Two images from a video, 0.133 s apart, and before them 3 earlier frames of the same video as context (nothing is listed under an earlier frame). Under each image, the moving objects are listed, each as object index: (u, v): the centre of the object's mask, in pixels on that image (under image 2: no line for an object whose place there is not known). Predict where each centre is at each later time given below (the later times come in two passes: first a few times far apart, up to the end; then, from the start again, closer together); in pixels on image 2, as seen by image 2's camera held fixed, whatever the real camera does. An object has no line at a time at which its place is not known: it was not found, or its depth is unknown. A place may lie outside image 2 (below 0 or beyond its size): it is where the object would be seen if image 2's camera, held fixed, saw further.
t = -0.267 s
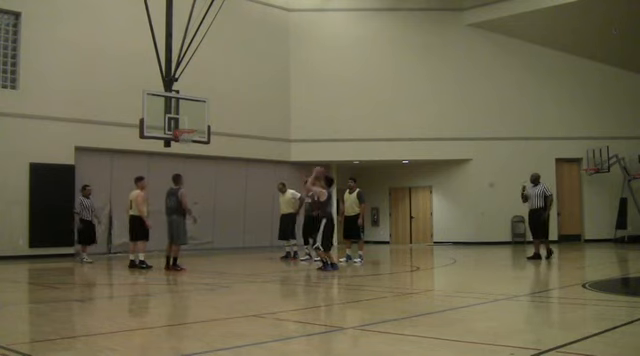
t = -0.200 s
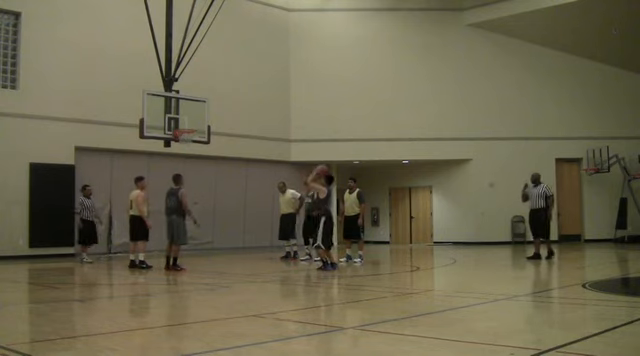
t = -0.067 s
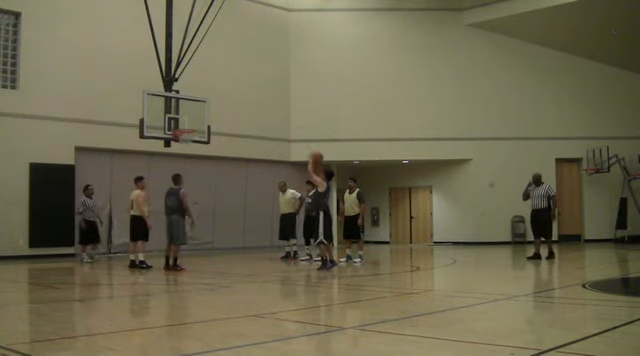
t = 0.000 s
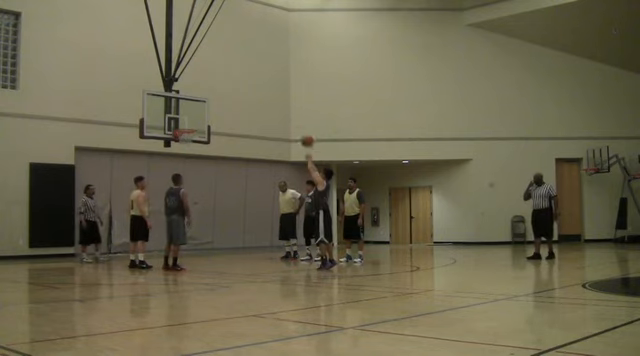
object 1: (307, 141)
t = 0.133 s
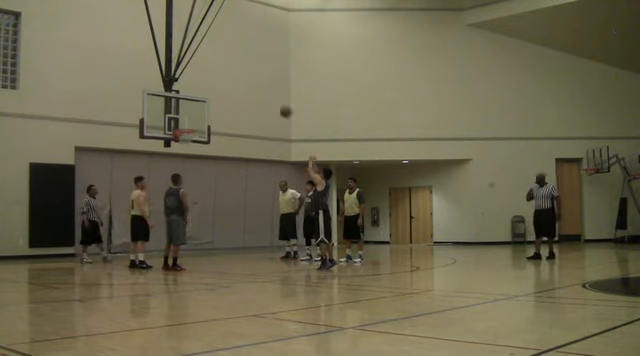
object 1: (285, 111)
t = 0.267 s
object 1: (265, 92)
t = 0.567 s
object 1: (226, 81)
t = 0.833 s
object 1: (196, 103)
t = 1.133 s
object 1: (201, 109)
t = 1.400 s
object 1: (239, 101)
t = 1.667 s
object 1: (279, 123)
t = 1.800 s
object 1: (300, 147)
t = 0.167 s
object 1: (280, 105)
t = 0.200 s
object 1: (275, 100)
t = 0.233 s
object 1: (270, 96)
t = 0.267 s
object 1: (265, 92)
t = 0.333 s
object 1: (256, 86)
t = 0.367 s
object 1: (252, 83)
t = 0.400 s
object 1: (247, 82)
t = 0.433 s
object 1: (243, 80)
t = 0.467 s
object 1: (239, 80)
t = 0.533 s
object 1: (230, 80)
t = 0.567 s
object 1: (226, 81)
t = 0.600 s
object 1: (222, 82)
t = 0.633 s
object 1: (218, 83)
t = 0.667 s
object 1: (214, 86)
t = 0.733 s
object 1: (207, 91)
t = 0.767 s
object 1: (203, 95)
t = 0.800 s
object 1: (200, 99)
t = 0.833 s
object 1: (196, 103)
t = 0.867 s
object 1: (192, 108)
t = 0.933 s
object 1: (185, 119)
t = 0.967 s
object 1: (183, 123)
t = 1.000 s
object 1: (183, 124)
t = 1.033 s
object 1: (186, 120)
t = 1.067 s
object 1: (192, 117)
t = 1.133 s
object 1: (201, 109)
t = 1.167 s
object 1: (206, 107)
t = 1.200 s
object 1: (210, 105)
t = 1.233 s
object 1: (215, 103)
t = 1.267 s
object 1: (220, 102)
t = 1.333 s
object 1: (229, 100)
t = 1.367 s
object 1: (234, 100)
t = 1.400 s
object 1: (239, 101)
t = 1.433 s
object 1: (243, 102)
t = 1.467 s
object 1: (249, 104)
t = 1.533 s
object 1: (258, 108)
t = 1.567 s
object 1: (263, 111)
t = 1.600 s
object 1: (268, 115)
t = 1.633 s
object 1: (273, 119)
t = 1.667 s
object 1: (279, 123)
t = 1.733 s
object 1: (289, 134)
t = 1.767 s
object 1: (294, 140)
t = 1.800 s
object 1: (300, 147)
